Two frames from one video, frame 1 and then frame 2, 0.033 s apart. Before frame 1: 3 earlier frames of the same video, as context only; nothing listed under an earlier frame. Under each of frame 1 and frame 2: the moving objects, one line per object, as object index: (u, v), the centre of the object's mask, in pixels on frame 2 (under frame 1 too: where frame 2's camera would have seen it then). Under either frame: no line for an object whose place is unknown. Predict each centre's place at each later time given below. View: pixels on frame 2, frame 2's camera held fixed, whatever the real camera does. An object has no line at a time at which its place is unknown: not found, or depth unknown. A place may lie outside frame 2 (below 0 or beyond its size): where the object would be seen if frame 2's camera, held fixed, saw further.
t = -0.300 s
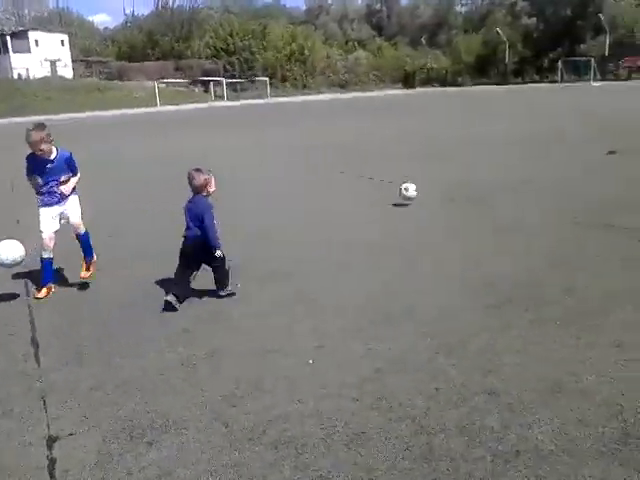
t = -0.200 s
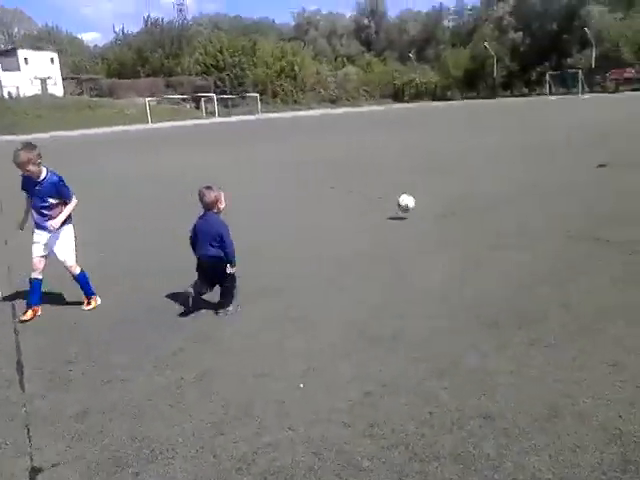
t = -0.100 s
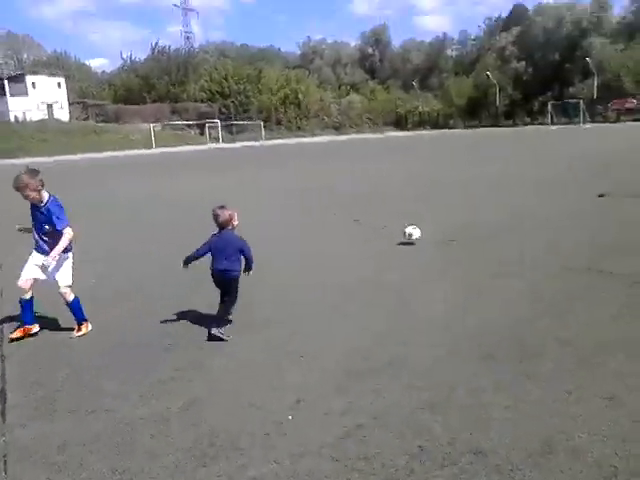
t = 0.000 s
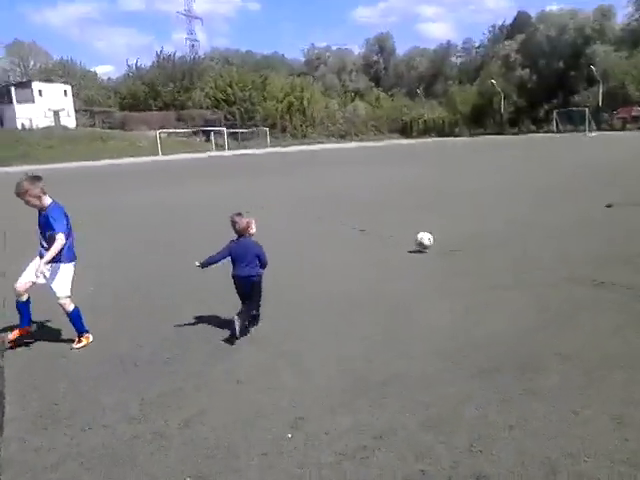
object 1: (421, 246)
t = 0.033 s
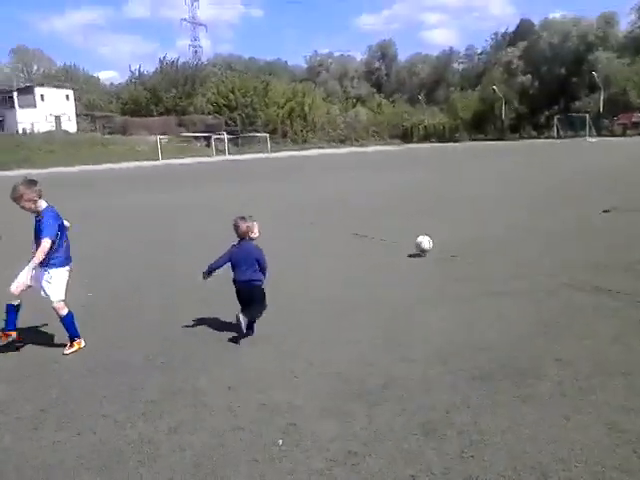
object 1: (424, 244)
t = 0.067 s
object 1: (426, 243)
